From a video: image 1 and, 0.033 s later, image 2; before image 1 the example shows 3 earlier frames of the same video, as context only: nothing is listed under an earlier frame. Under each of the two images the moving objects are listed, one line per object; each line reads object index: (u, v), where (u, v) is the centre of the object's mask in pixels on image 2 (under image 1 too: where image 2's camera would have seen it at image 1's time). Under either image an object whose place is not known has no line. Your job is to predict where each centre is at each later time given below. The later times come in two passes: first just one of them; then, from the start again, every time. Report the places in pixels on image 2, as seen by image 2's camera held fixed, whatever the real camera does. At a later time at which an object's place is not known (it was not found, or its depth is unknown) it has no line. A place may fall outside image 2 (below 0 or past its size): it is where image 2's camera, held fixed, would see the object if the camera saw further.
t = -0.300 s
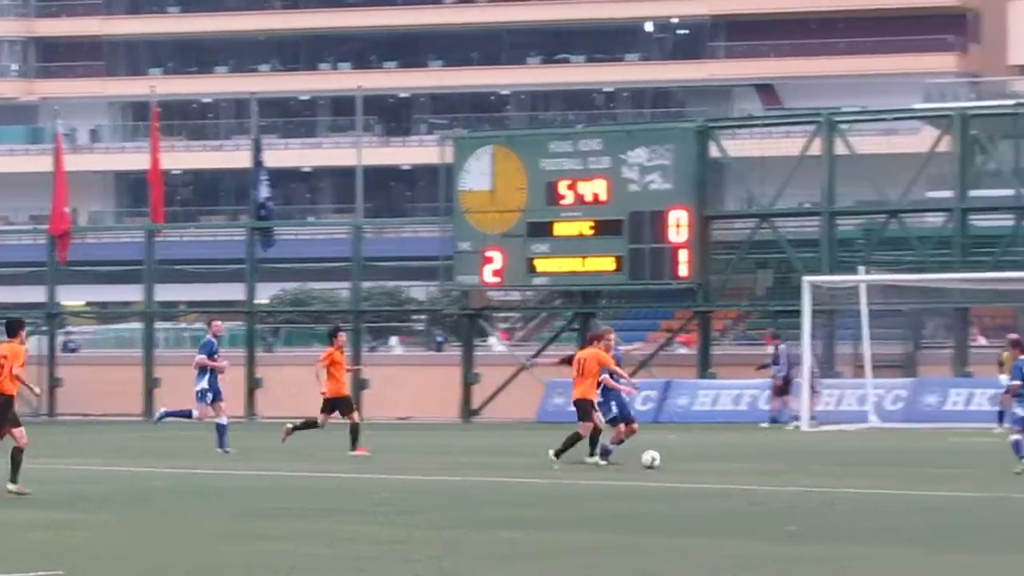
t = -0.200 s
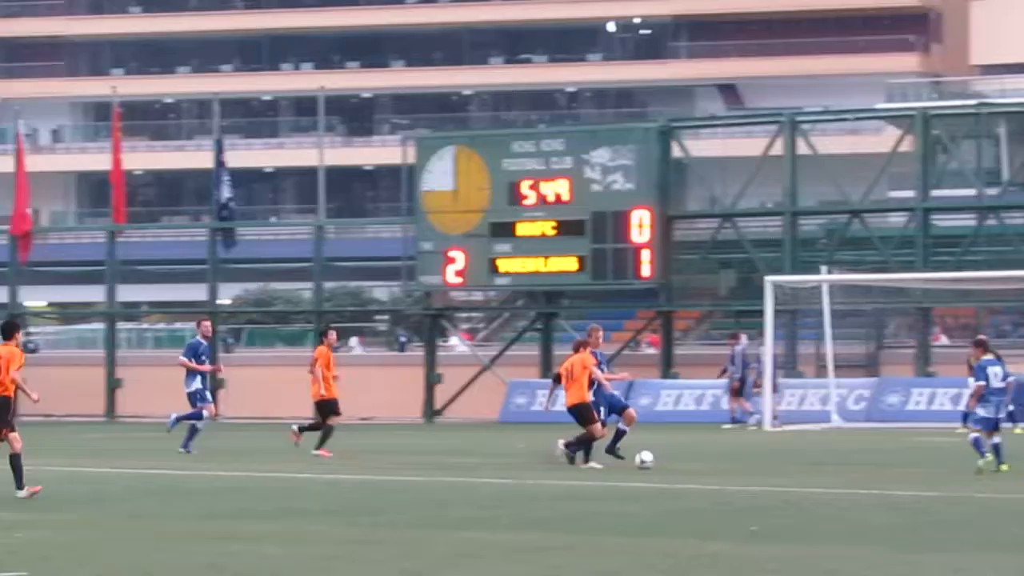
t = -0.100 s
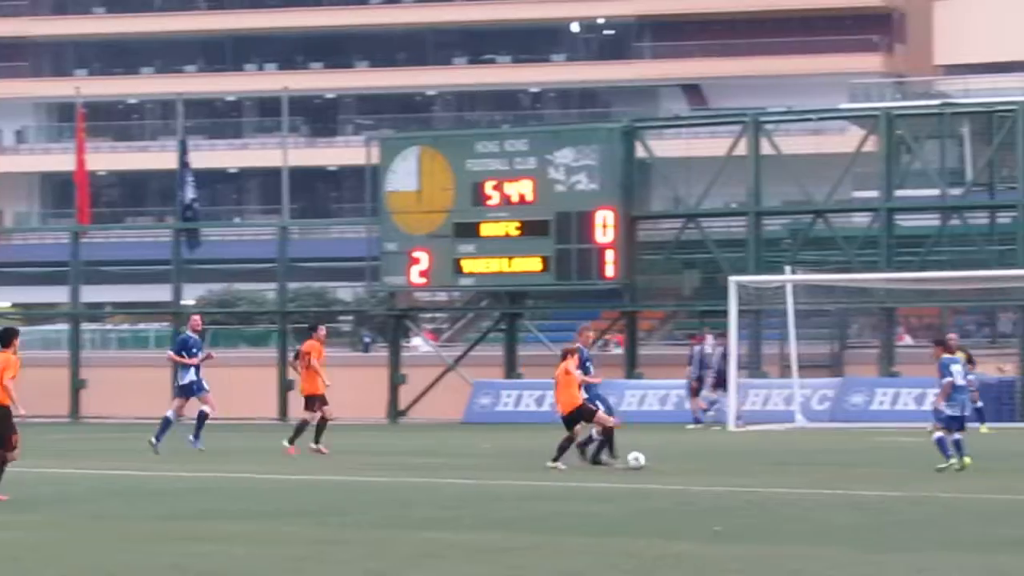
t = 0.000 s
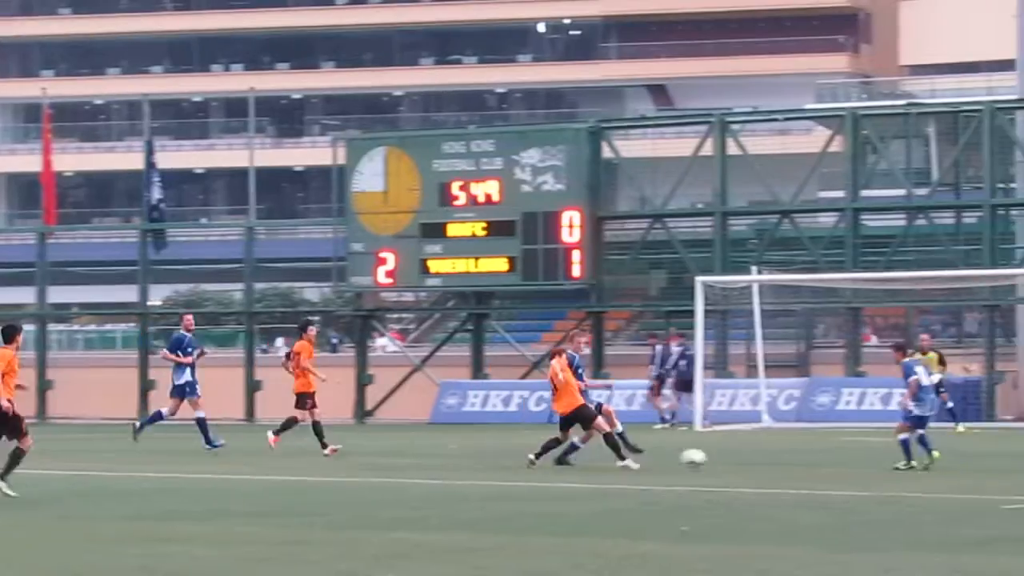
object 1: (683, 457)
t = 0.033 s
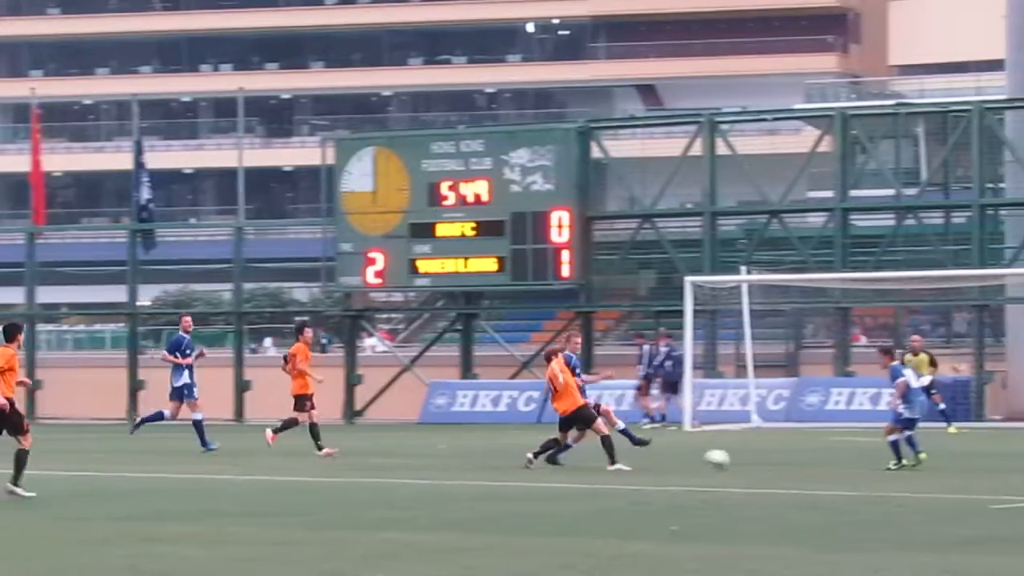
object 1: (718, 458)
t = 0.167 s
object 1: (847, 462)
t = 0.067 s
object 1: (751, 460)
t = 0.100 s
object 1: (785, 462)
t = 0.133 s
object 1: (817, 463)
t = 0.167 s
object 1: (847, 462)
